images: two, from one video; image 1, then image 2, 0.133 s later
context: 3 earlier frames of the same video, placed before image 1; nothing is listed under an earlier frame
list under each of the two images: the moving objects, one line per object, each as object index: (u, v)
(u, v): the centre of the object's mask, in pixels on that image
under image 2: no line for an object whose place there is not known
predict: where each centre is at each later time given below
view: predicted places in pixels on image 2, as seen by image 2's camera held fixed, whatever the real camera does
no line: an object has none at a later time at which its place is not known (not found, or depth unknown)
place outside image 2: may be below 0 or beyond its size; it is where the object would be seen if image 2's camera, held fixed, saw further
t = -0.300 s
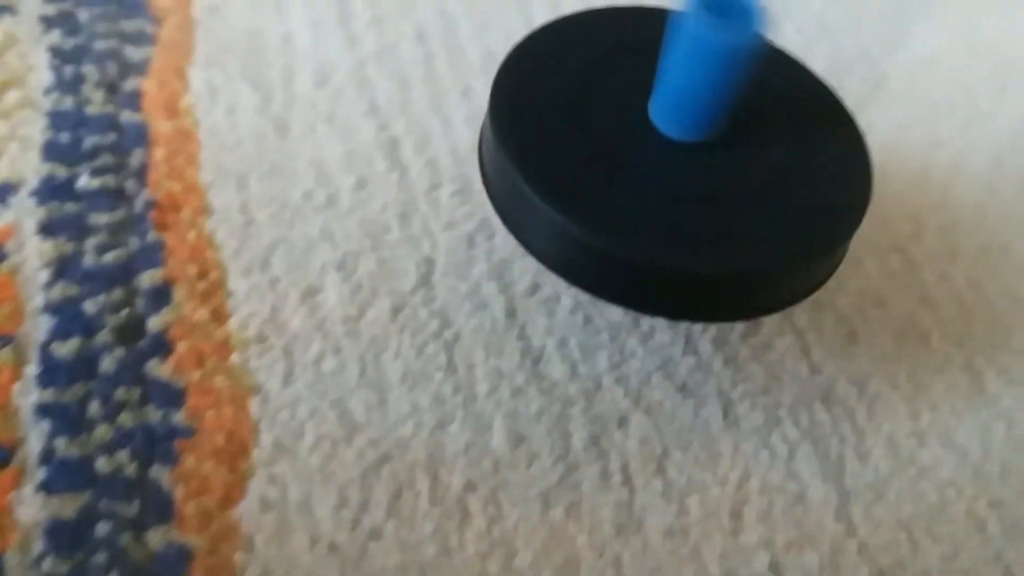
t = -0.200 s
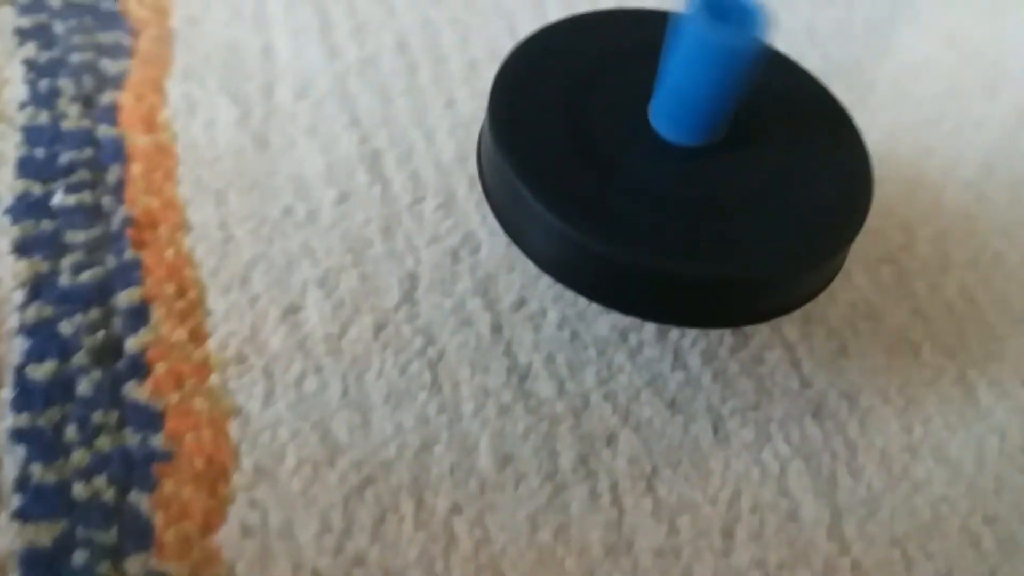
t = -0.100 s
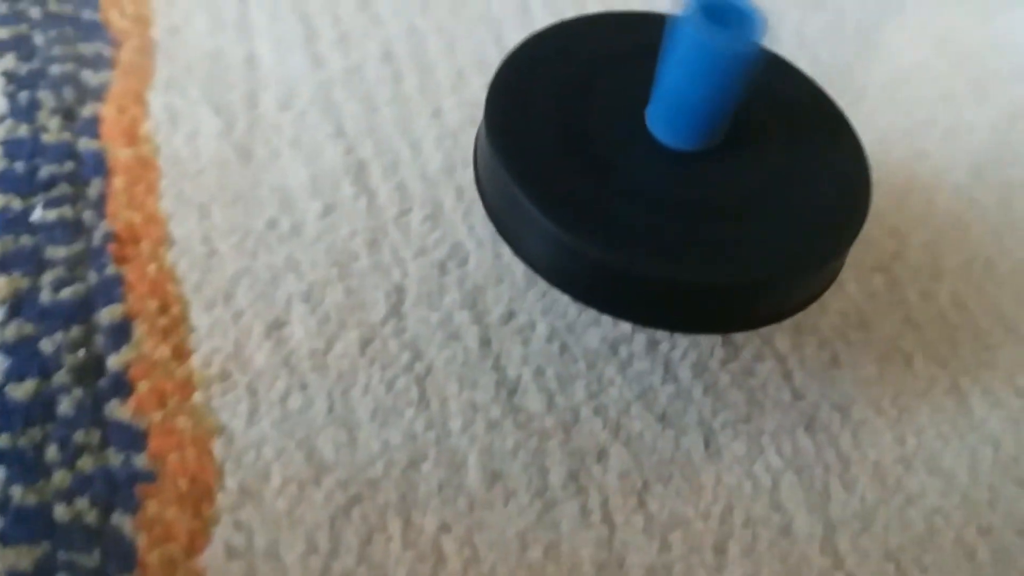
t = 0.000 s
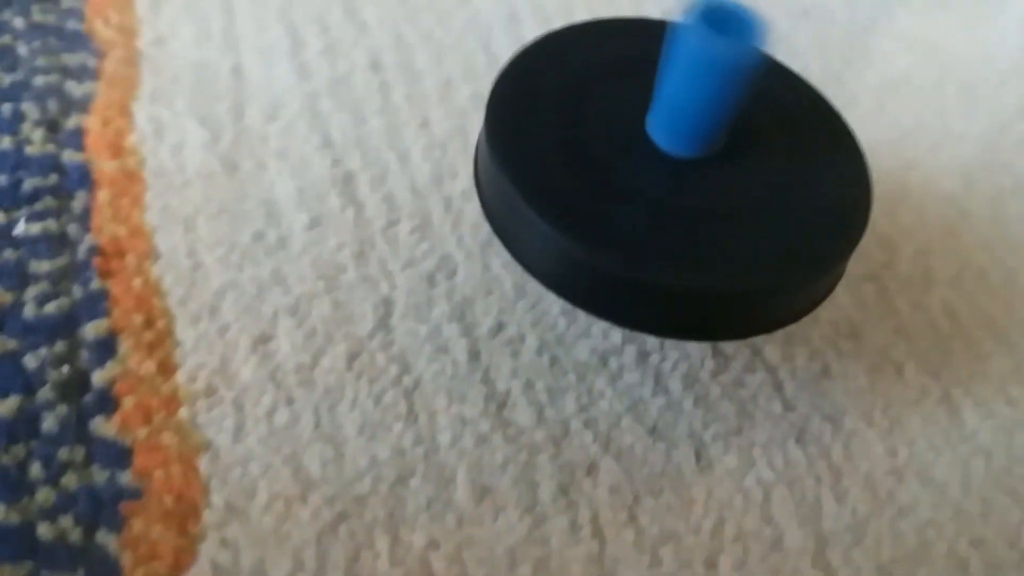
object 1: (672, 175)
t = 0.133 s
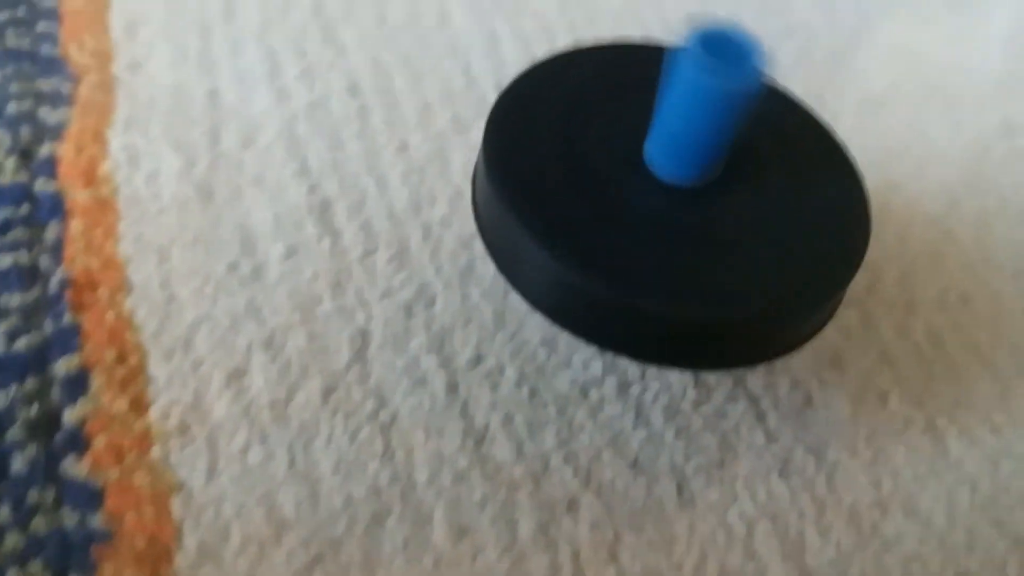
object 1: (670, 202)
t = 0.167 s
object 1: (676, 202)
